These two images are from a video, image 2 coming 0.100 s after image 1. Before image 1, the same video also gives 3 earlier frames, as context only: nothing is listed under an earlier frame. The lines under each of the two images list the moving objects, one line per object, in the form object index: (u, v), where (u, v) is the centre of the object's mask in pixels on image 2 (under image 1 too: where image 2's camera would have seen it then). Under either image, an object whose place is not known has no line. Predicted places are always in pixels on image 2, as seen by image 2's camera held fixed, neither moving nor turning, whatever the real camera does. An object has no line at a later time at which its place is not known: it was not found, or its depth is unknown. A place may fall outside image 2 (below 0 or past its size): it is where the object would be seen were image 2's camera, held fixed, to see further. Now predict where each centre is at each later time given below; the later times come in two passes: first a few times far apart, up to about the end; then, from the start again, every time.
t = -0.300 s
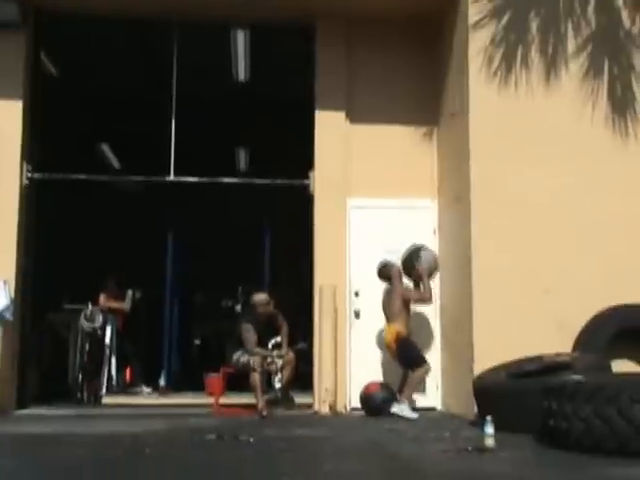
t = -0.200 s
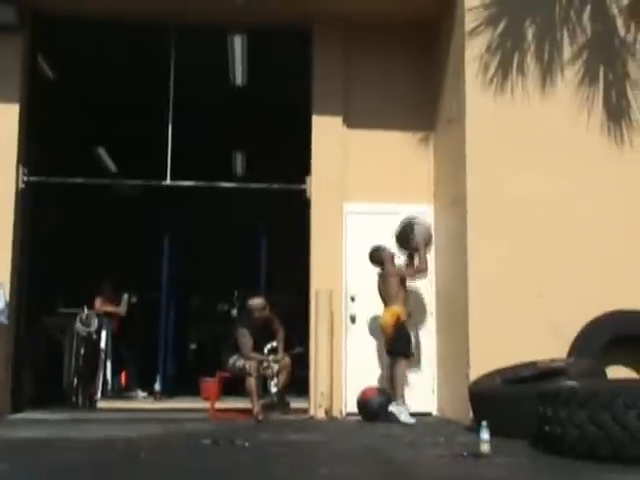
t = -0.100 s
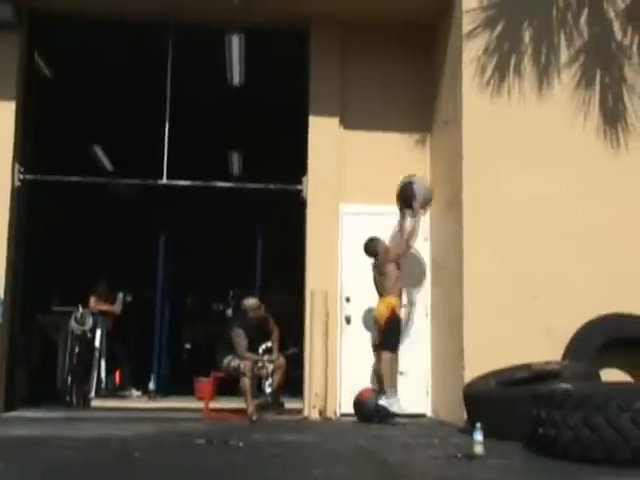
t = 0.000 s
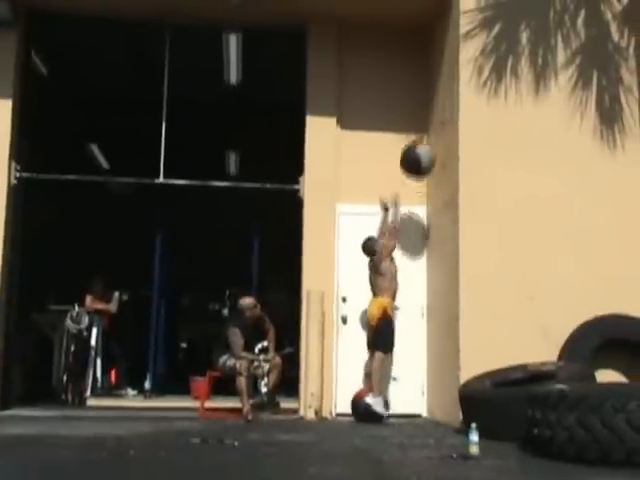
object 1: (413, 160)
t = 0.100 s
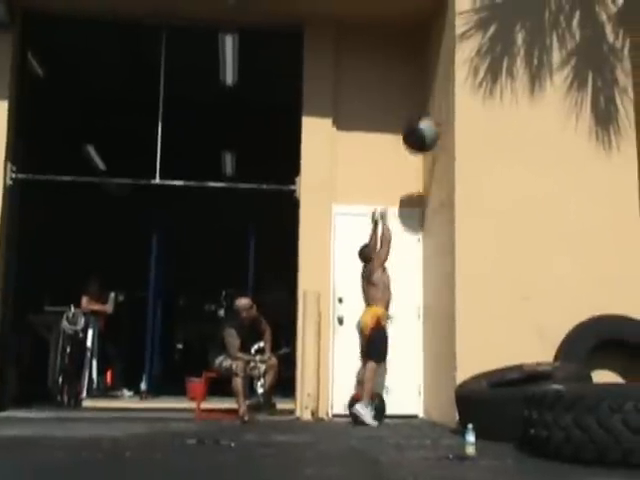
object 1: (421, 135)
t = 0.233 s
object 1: (421, 120)
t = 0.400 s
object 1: (412, 126)
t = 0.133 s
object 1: (423, 129)
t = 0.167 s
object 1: (424, 124)
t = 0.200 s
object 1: (424, 122)
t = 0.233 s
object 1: (421, 120)
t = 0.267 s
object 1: (420, 120)
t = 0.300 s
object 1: (418, 120)
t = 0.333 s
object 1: (415, 121)
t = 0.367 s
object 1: (414, 123)
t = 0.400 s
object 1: (412, 126)
